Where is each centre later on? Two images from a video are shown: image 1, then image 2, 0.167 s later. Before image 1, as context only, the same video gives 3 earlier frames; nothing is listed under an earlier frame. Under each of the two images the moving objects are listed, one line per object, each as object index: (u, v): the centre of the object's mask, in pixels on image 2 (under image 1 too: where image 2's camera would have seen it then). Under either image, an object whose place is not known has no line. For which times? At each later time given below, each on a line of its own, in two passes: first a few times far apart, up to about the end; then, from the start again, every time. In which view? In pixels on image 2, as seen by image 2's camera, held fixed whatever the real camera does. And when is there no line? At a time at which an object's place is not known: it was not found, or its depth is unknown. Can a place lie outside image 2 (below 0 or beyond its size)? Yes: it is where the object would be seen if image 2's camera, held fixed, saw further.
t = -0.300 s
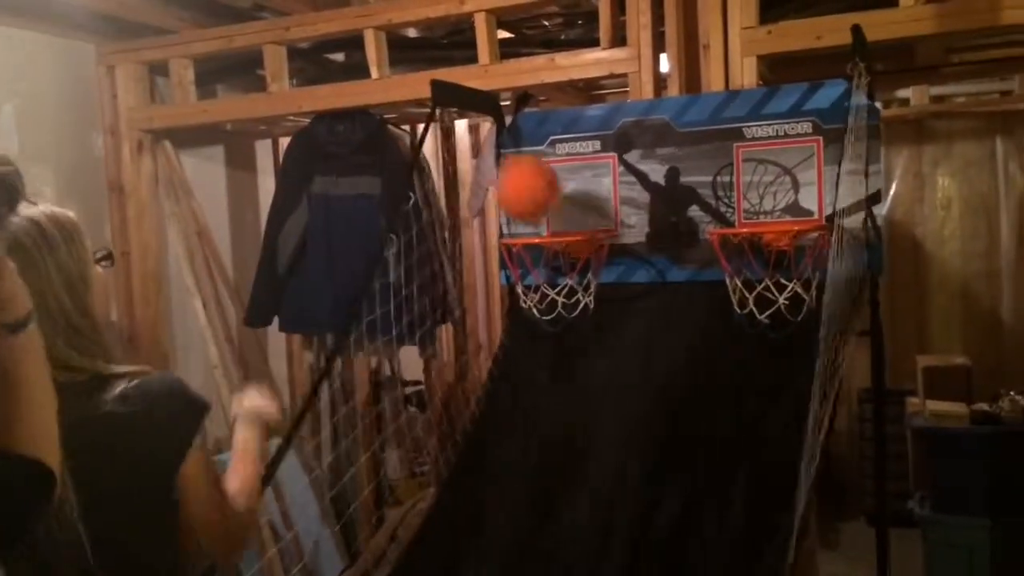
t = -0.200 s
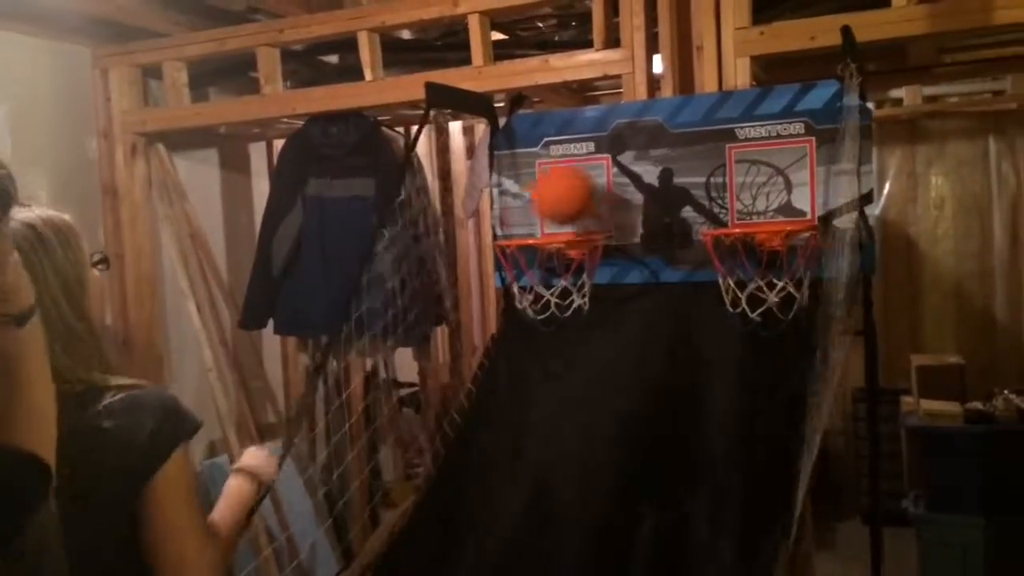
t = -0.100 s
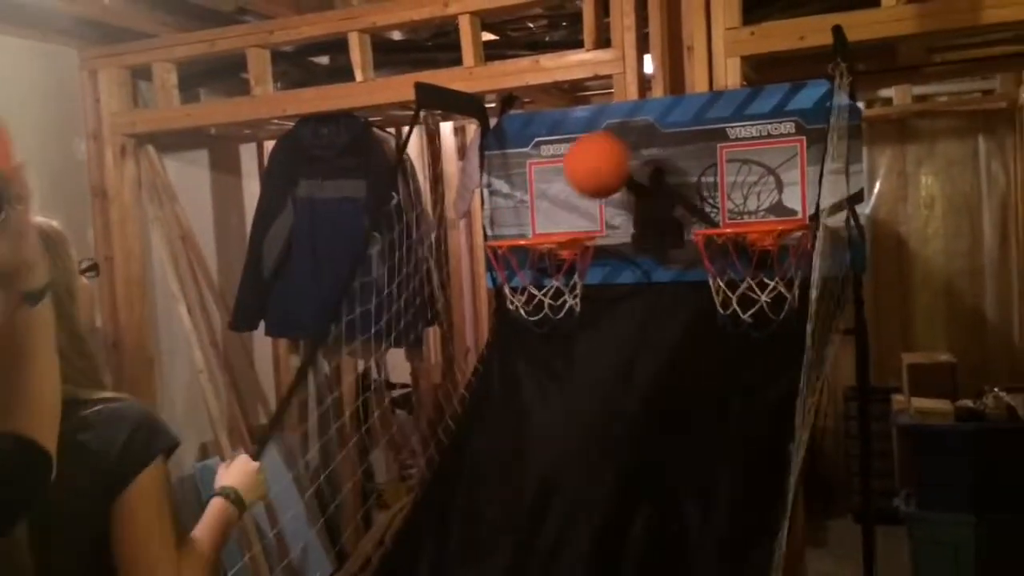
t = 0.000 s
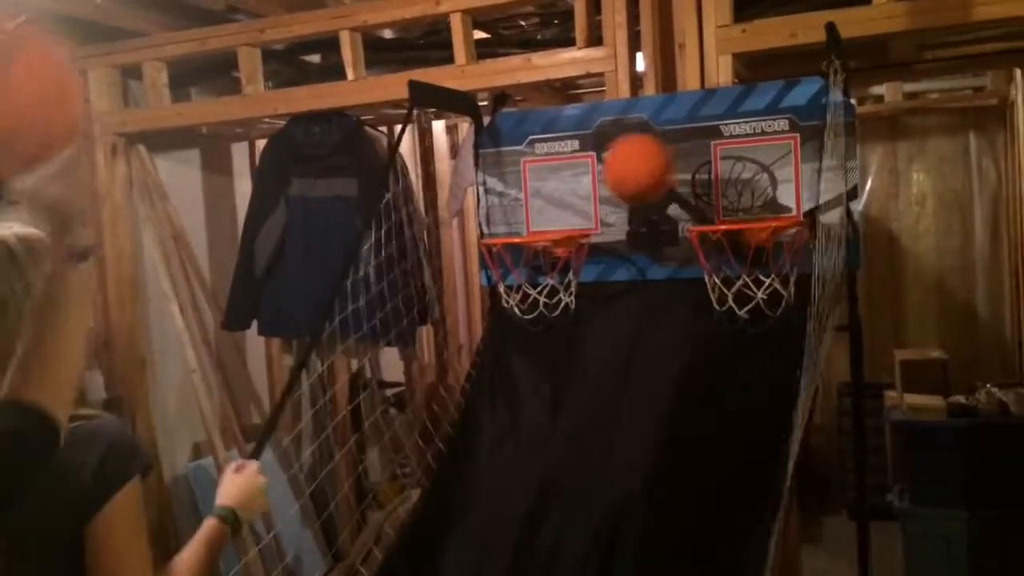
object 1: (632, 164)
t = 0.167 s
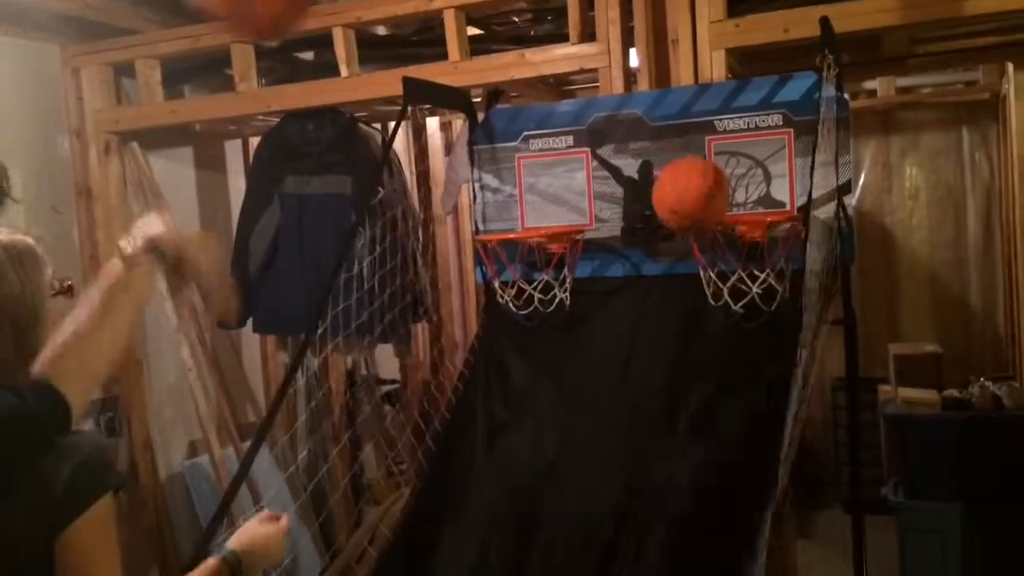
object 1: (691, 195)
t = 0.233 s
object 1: (701, 206)
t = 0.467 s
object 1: (746, 458)
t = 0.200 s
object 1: (696, 197)
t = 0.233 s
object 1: (701, 206)
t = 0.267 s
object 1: (708, 221)
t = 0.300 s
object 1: (716, 242)
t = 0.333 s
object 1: (724, 265)
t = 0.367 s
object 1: (729, 306)
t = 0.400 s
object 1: (738, 353)
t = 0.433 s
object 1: (743, 398)
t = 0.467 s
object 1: (746, 458)
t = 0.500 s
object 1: (750, 518)
